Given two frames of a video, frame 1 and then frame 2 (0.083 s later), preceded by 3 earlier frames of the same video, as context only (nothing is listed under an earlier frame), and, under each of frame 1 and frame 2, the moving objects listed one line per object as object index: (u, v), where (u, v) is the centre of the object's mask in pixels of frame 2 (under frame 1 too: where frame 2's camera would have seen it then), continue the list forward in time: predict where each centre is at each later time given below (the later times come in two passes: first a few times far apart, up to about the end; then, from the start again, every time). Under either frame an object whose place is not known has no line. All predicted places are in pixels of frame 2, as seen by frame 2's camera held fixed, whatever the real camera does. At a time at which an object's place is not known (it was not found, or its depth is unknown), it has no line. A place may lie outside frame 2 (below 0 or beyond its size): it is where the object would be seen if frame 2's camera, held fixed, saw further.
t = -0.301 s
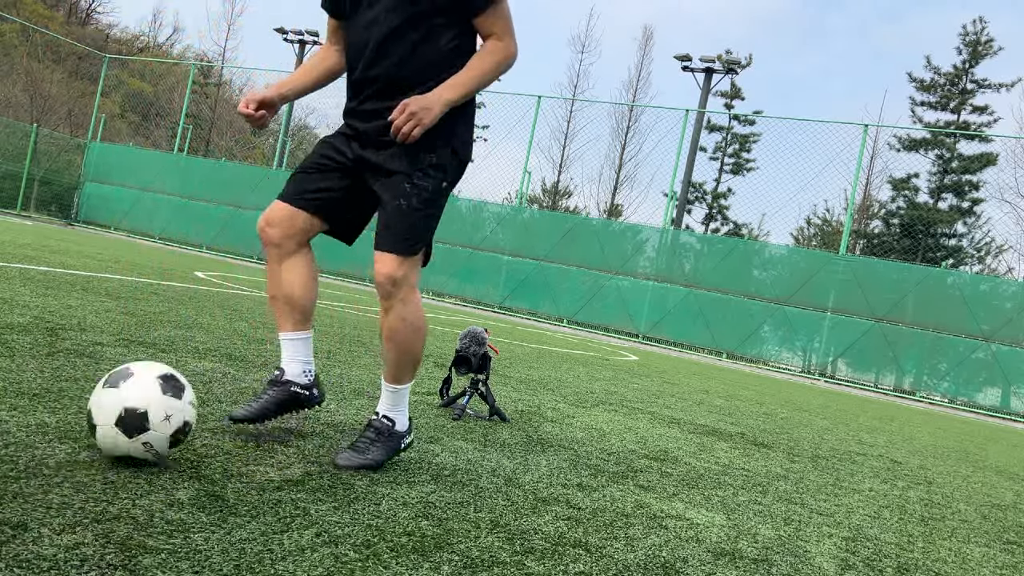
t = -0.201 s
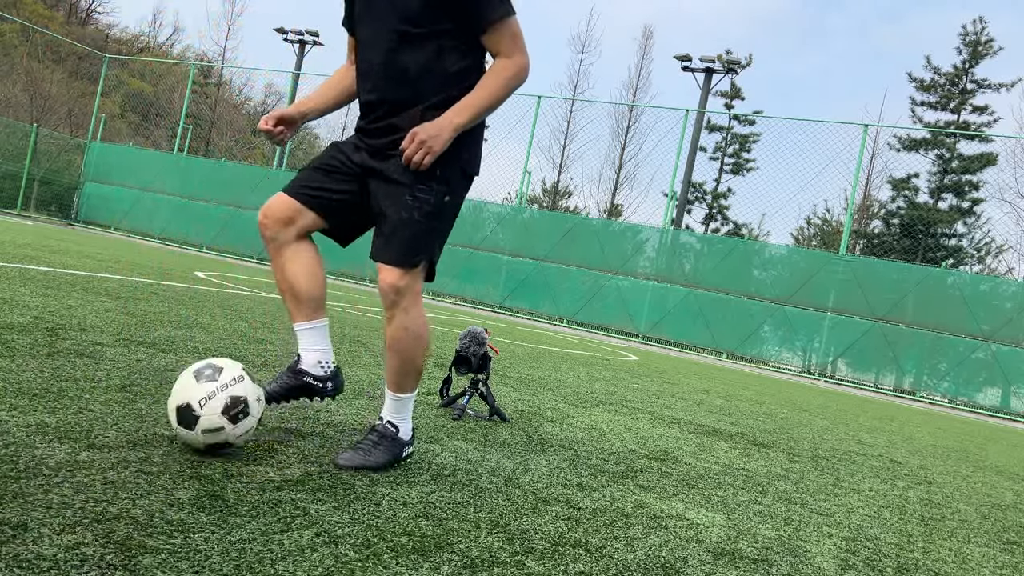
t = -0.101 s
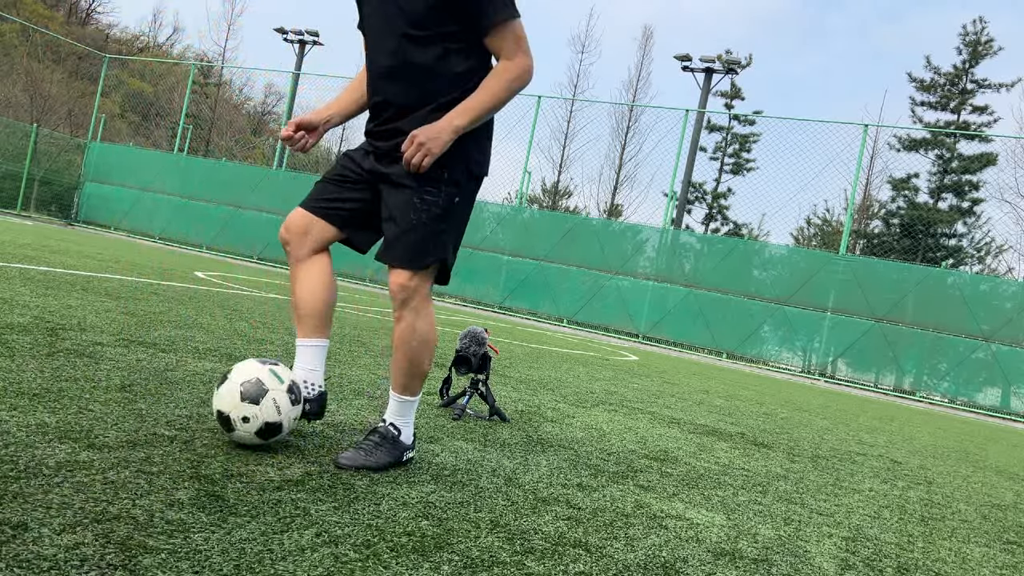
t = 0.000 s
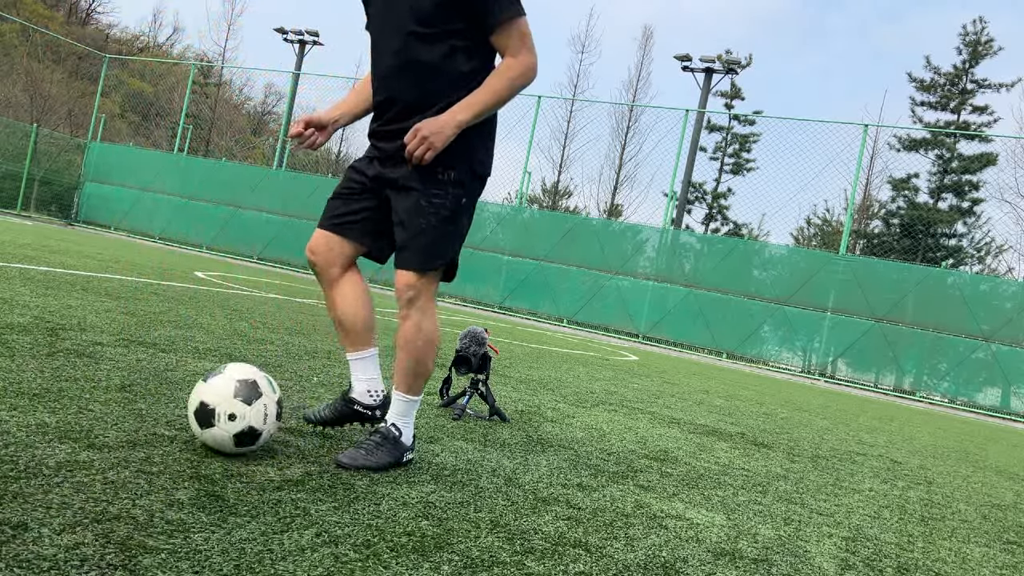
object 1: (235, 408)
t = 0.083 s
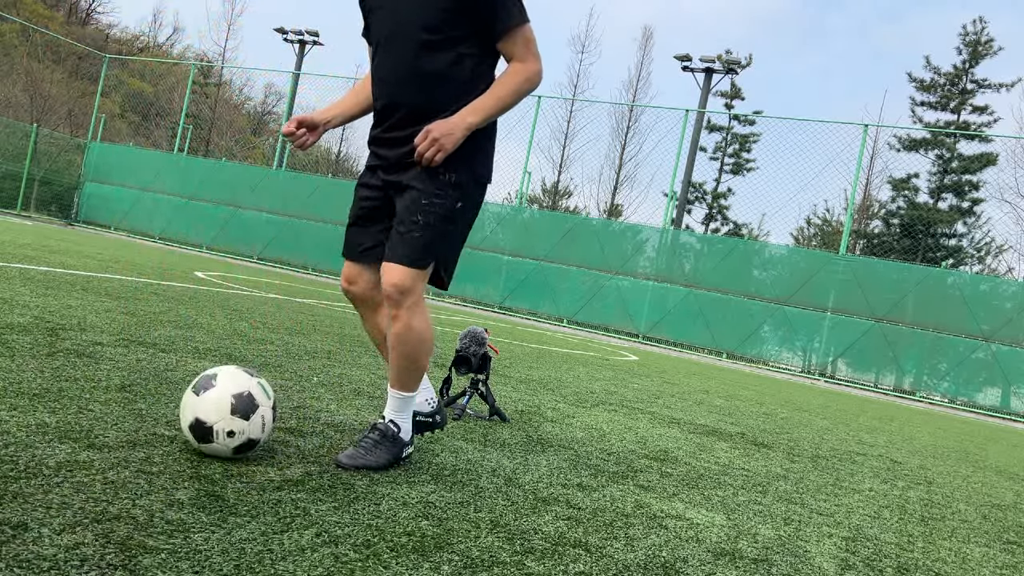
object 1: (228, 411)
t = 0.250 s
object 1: (218, 415)
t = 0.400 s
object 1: (208, 418)
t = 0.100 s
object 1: (227, 412)
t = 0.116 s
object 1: (226, 413)
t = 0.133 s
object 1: (225, 413)
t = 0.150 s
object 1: (224, 413)
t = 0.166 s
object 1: (223, 414)
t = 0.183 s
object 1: (221, 414)
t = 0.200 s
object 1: (220, 414)
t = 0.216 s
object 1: (219, 415)
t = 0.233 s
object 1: (218, 415)
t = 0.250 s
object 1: (218, 415)
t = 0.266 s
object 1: (217, 416)
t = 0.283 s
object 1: (216, 415)
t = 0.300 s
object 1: (215, 416)
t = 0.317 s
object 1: (213, 416)
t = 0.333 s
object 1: (212, 417)
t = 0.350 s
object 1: (211, 417)
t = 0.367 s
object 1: (210, 417)
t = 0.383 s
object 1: (209, 418)
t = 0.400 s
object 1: (208, 418)
